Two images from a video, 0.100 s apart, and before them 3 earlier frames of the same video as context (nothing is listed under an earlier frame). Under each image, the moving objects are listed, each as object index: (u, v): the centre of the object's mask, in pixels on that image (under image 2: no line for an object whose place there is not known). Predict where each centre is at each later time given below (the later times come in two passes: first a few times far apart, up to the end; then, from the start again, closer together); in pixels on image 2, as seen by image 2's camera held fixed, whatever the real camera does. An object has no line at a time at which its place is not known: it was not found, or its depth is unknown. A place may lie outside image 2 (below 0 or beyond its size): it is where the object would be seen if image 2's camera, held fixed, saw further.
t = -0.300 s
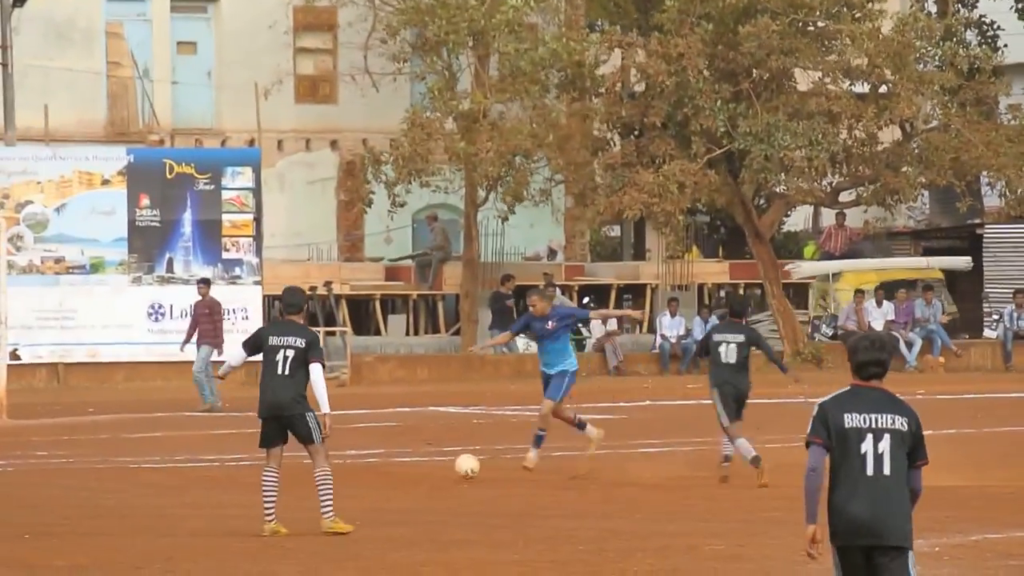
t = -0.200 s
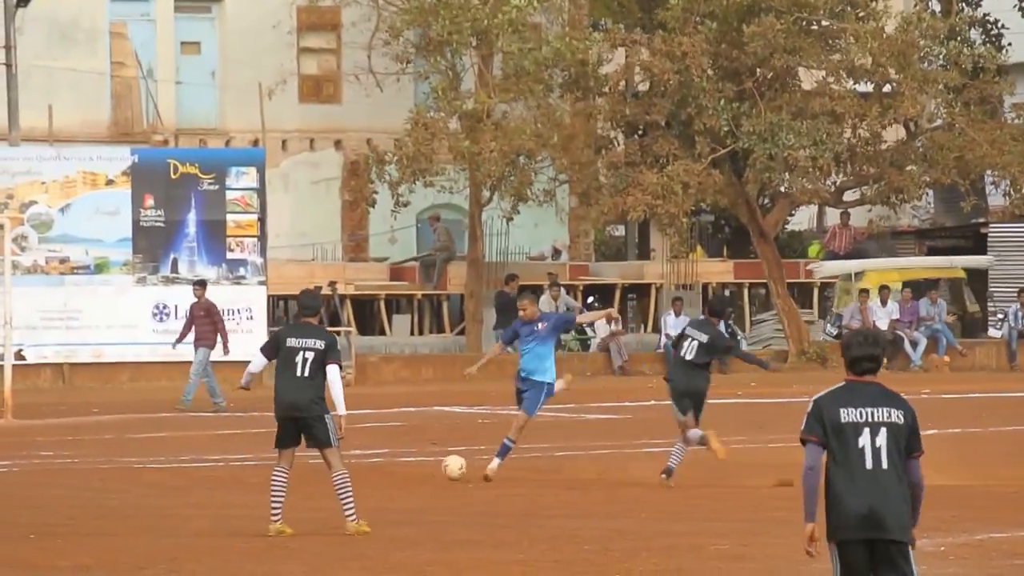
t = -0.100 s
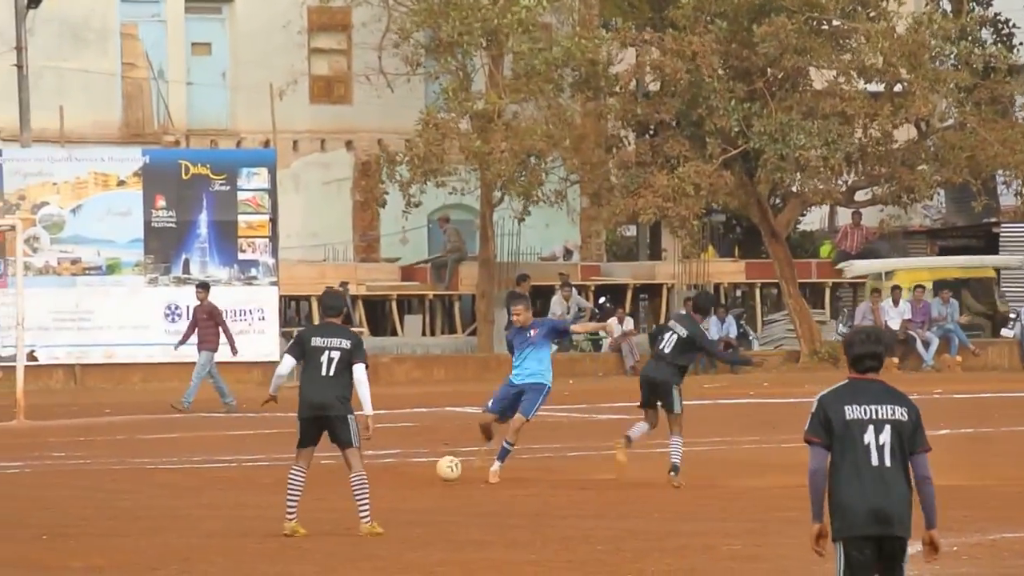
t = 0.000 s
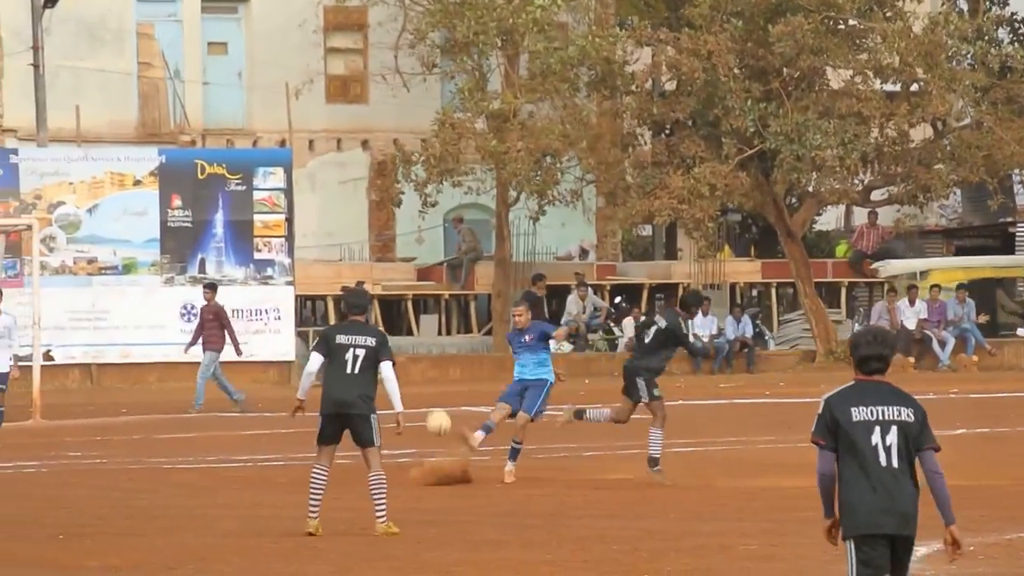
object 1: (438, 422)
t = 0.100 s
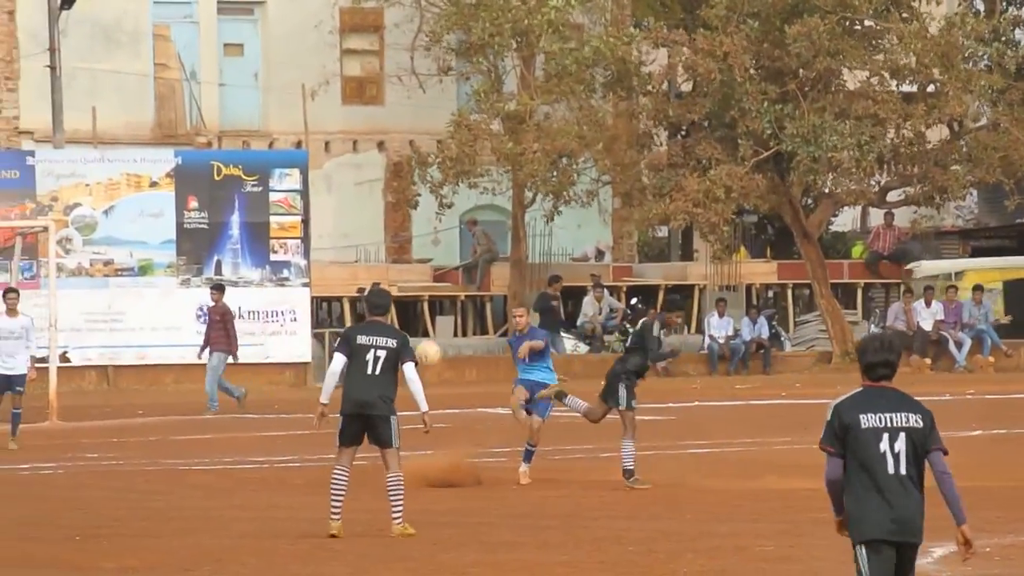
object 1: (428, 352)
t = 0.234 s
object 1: (398, 266)
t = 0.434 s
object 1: (364, 153)
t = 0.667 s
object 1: (341, 58)
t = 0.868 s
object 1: (338, 17)
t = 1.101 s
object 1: (356, 15)
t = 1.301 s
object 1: (392, 70)
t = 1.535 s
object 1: (462, 206)
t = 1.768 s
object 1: (567, 439)
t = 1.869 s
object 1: (625, 574)
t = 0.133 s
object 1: (420, 330)
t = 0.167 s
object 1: (413, 309)
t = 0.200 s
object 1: (406, 287)
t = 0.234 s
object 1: (398, 266)
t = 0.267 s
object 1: (393, 244)
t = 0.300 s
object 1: (386, 226)
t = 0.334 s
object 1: (380, 206)
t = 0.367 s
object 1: (374, 188)
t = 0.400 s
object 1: (370, 170)
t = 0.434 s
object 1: (364, 153)
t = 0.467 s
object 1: (359, 137)
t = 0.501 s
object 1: (357, 121)
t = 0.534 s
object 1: (352, 107)
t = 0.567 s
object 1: (349, 94)
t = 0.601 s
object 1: (345, 81)
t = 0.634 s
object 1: (342, 69)
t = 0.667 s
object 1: (341, 58)
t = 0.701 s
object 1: (341, 48)
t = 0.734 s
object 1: (340, 39)
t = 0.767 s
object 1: (339, 33)
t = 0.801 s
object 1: (338, 25)
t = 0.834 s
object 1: (338, 21)
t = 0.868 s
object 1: (338, 17)
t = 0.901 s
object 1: (338, 13)
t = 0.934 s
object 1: (340, 10)
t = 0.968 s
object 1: (342, 9)
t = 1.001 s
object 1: (345, 8)
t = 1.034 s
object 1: (348, 9)
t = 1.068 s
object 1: (352, 11)
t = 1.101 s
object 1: (356, 15)
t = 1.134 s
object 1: (360, 22)
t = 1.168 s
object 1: (366, 31)
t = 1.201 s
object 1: (372, 39)
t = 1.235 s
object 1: (379, 50)
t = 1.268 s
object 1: (385, 60)
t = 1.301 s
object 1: (392, 70)
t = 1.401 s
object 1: (418, 118)
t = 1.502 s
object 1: (449, 182)
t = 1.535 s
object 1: (462, 206)
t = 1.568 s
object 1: (476, 233)
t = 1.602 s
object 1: (489, 262)
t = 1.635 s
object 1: (504, 293)
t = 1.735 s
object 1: (550, 398)
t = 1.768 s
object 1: (567, 439)
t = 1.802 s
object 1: (586, 480)
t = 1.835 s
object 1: (605, 526)
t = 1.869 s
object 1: (625, 574)
